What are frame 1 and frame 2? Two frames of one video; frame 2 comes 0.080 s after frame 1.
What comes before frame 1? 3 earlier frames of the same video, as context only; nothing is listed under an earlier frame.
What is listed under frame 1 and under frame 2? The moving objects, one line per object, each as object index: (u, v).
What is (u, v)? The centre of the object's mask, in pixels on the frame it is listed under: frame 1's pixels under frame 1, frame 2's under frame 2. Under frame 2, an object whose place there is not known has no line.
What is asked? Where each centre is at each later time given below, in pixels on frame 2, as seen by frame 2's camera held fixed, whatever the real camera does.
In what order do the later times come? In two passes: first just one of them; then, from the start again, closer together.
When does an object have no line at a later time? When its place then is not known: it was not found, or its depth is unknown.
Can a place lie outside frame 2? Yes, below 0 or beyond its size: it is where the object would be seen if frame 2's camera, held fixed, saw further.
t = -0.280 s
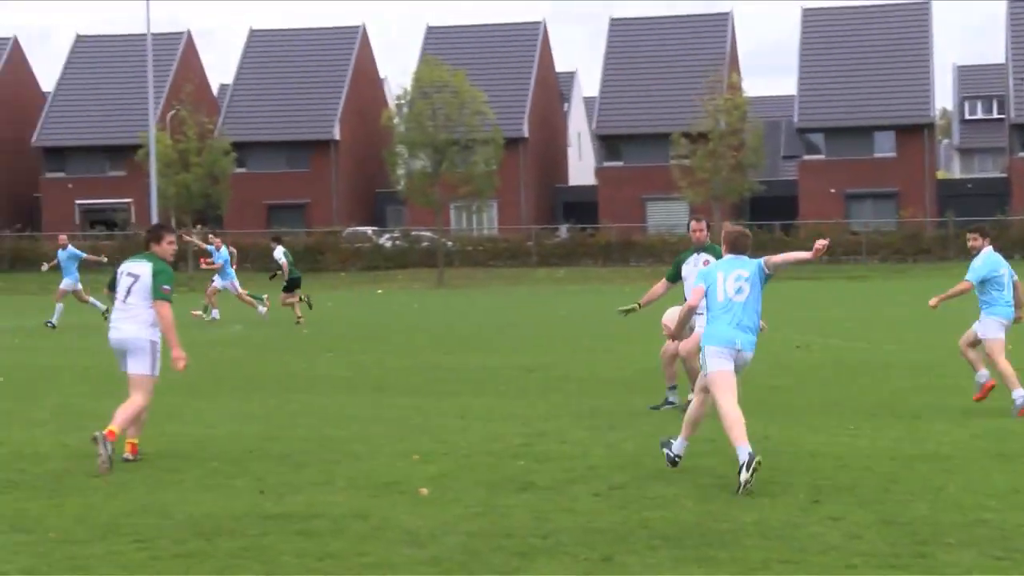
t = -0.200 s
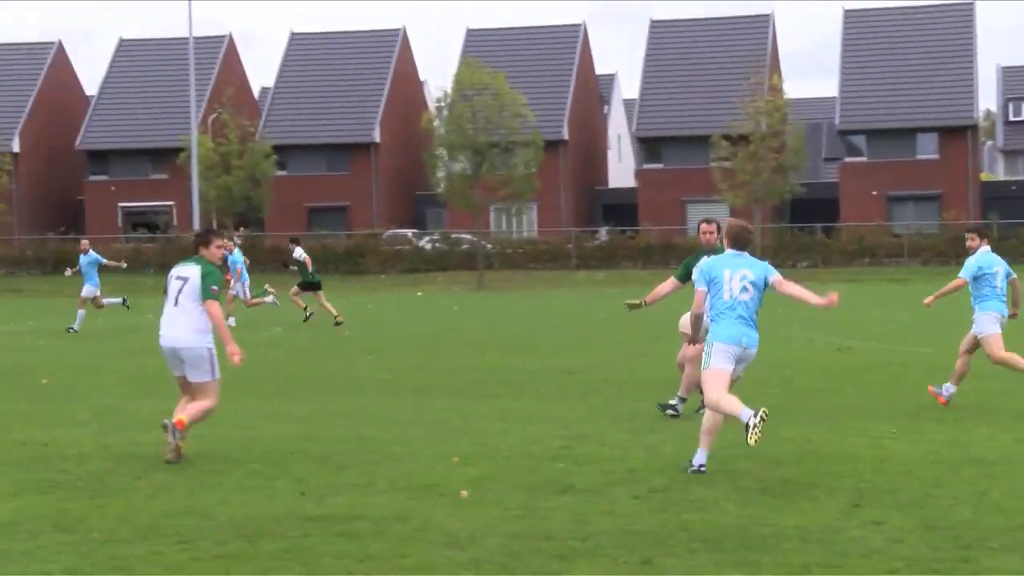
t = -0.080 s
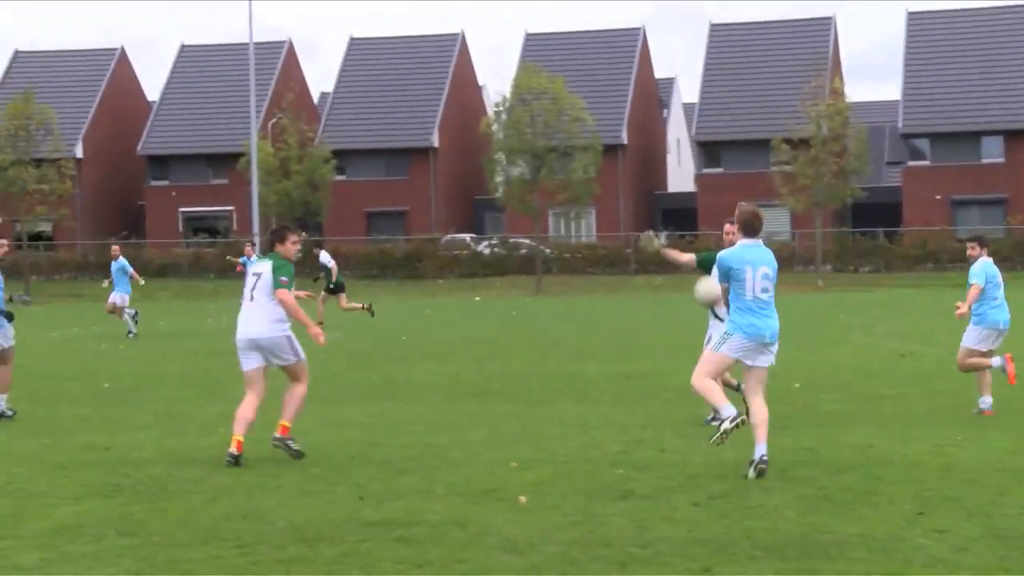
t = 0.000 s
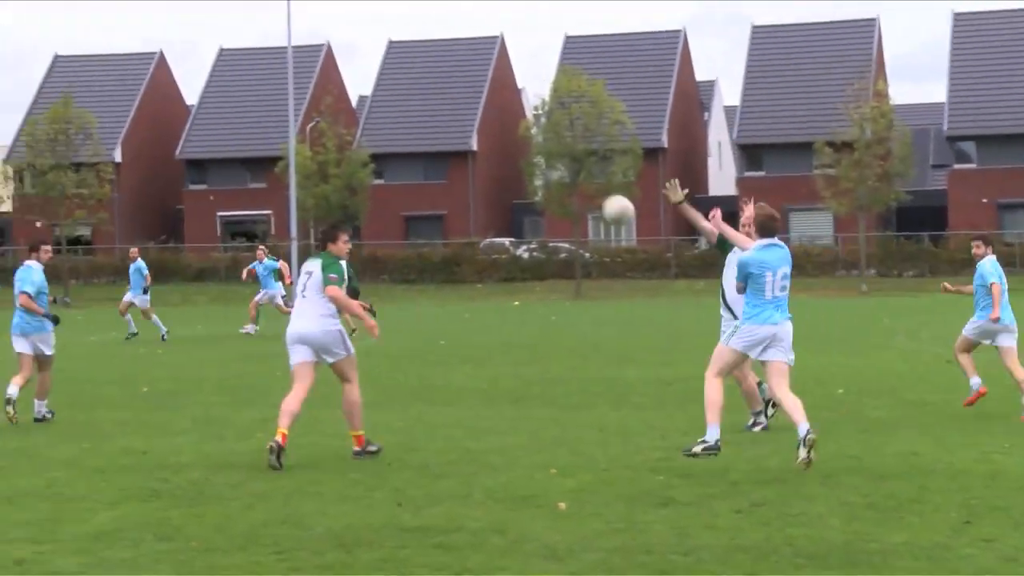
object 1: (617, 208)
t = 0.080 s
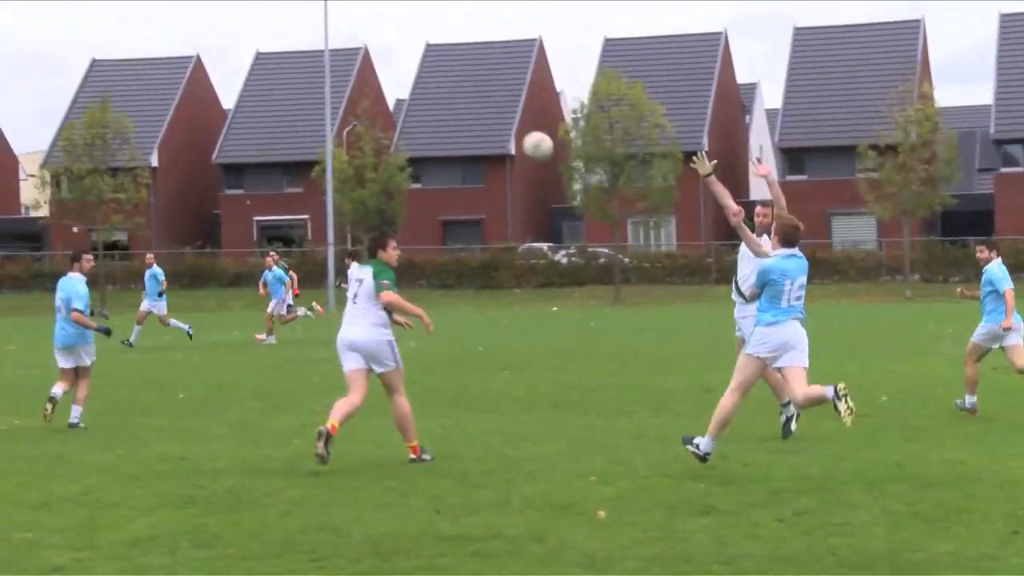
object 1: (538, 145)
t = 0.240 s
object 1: (330, 46)
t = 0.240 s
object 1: (330, 46)
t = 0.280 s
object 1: (283, 27)
